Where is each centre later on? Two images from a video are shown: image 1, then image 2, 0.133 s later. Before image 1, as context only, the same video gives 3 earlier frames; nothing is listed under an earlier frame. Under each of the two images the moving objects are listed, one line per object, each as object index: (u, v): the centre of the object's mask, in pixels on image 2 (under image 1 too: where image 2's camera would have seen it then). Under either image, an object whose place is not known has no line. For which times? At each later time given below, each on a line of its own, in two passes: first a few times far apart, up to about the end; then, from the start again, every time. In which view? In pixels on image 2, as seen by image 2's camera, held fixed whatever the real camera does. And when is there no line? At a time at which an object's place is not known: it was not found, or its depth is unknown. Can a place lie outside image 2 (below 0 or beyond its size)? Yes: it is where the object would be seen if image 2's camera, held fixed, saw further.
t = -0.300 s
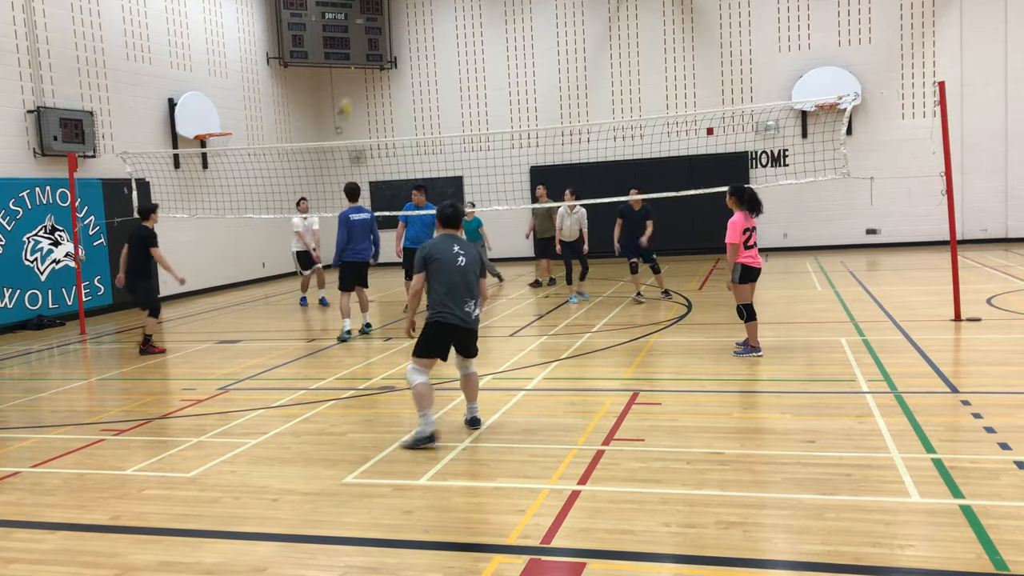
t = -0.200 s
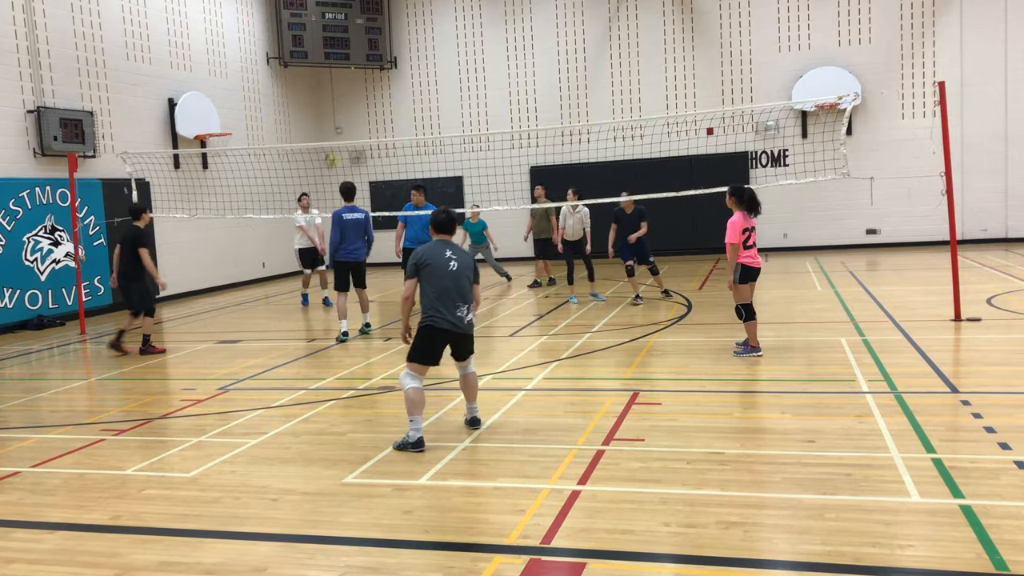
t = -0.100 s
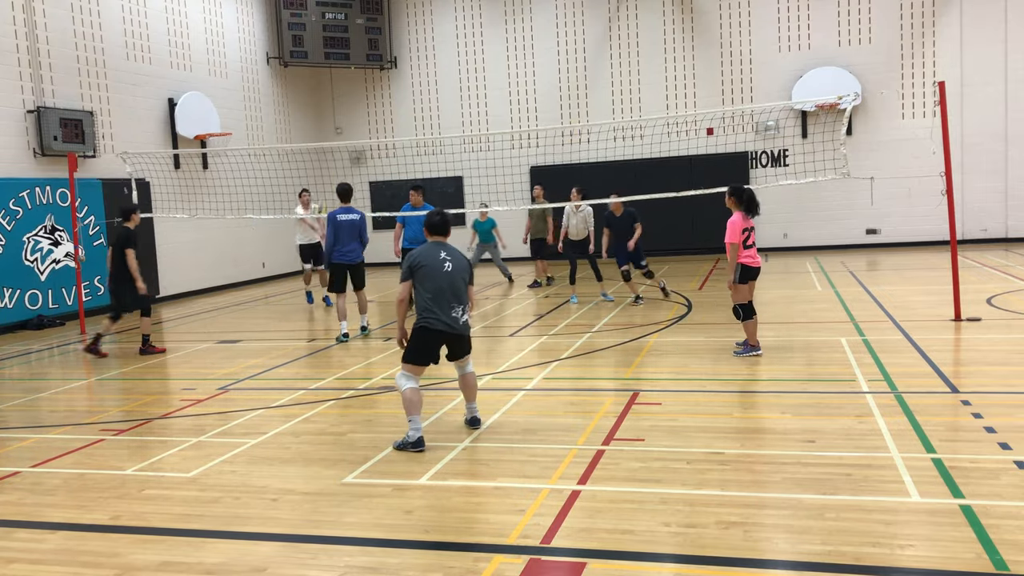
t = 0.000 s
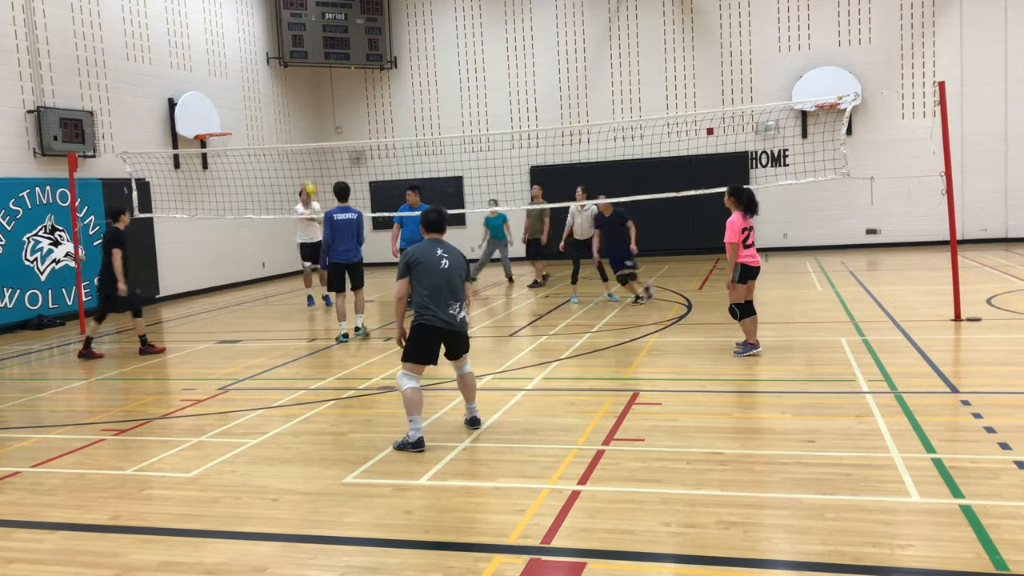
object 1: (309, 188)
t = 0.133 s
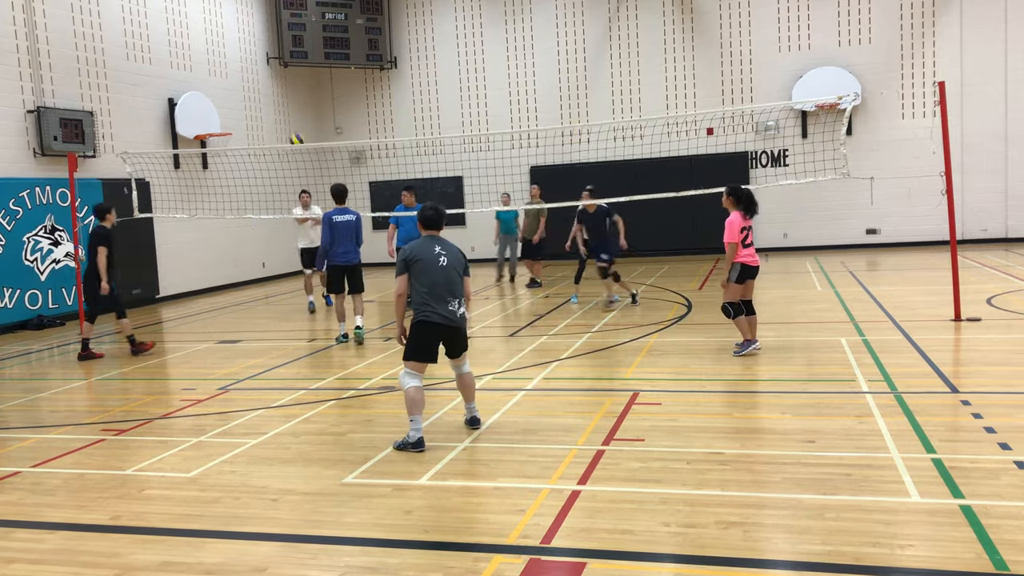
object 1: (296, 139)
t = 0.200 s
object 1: (291, 118)
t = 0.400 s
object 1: (271, 70)
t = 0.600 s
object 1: (251, 49)
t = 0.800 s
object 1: (230, 64)
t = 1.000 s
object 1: (210, 129)
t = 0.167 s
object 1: (293, 130)
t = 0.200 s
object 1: (291, 118)
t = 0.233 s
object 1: (287, 108)
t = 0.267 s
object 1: (284, 100)
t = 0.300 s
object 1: (280, 91)
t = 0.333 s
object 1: (277, 83)
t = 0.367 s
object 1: (274, 77)
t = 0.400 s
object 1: (271, 70)
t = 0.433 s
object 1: (267, 65)
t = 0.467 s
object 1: (264, 60)
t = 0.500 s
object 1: (261, 56)
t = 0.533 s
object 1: (258, 53)
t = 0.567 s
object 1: (254, 51)
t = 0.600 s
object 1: (251, 49)
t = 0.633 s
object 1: (247, 49)
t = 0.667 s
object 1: (244, 50)
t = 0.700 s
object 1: (240, 52)
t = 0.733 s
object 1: (237, 56)
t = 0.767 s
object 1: (233, 61)
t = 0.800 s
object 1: (230, 64)
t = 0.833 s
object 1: (226, 73)
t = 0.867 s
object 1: (223, 81)
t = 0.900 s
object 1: (220, 91)
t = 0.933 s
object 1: (216, 104)
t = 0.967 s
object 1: (213, 115)
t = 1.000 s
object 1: (210, 129)
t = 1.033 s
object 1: (206, 148)
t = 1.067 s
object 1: (204, 165)
